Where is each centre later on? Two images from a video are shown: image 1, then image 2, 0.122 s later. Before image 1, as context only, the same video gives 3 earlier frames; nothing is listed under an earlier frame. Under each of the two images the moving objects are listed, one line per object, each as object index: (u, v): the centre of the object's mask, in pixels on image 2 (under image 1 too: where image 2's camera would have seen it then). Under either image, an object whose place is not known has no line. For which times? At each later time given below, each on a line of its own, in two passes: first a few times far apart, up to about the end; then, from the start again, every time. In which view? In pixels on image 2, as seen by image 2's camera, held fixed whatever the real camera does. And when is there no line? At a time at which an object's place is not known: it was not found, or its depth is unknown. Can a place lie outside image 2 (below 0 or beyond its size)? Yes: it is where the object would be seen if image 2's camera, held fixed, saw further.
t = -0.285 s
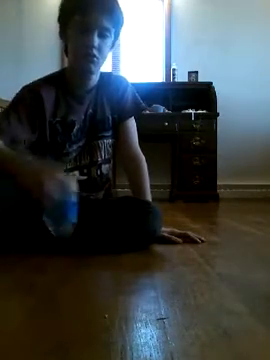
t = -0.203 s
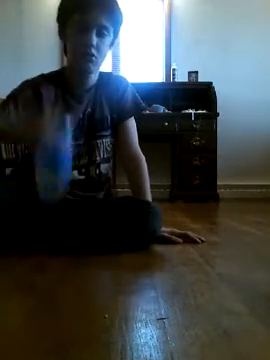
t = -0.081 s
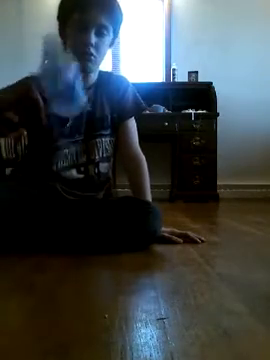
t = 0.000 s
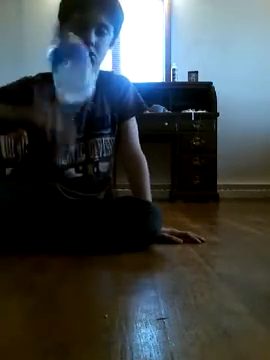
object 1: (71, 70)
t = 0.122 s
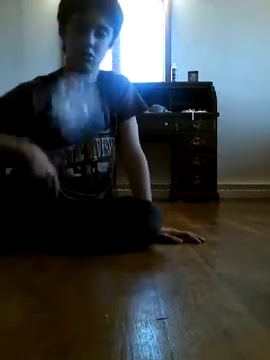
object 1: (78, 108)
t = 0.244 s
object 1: (89, 245)
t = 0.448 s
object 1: (88, 282)
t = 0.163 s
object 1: (83, 147)
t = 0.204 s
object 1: (87, 193)
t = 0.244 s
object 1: (89, 245)
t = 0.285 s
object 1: (84, 275)
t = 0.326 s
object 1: (82, 278)
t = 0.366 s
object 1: (82, 280)
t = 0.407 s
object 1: (85, 281)
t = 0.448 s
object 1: (88, 282)
